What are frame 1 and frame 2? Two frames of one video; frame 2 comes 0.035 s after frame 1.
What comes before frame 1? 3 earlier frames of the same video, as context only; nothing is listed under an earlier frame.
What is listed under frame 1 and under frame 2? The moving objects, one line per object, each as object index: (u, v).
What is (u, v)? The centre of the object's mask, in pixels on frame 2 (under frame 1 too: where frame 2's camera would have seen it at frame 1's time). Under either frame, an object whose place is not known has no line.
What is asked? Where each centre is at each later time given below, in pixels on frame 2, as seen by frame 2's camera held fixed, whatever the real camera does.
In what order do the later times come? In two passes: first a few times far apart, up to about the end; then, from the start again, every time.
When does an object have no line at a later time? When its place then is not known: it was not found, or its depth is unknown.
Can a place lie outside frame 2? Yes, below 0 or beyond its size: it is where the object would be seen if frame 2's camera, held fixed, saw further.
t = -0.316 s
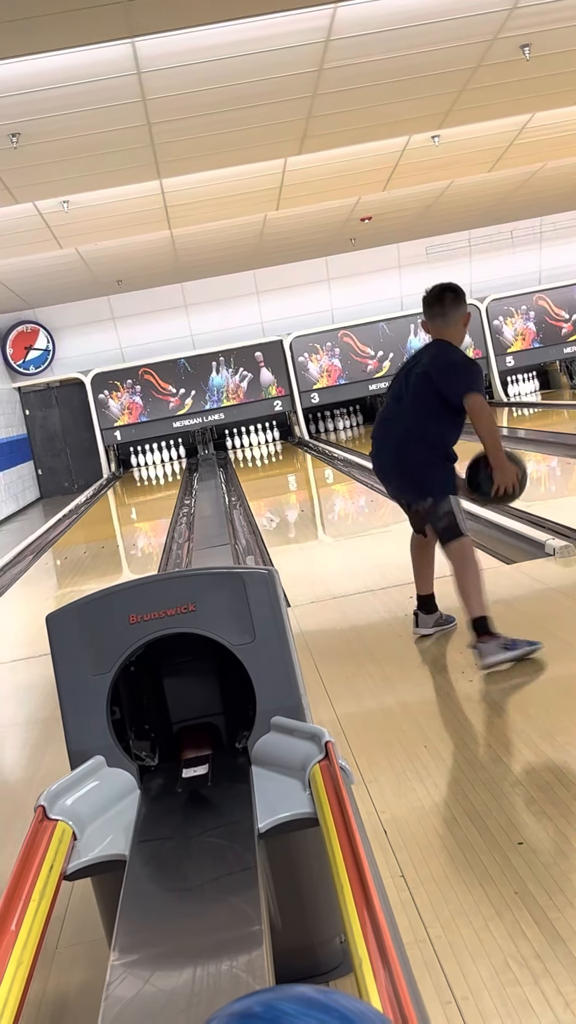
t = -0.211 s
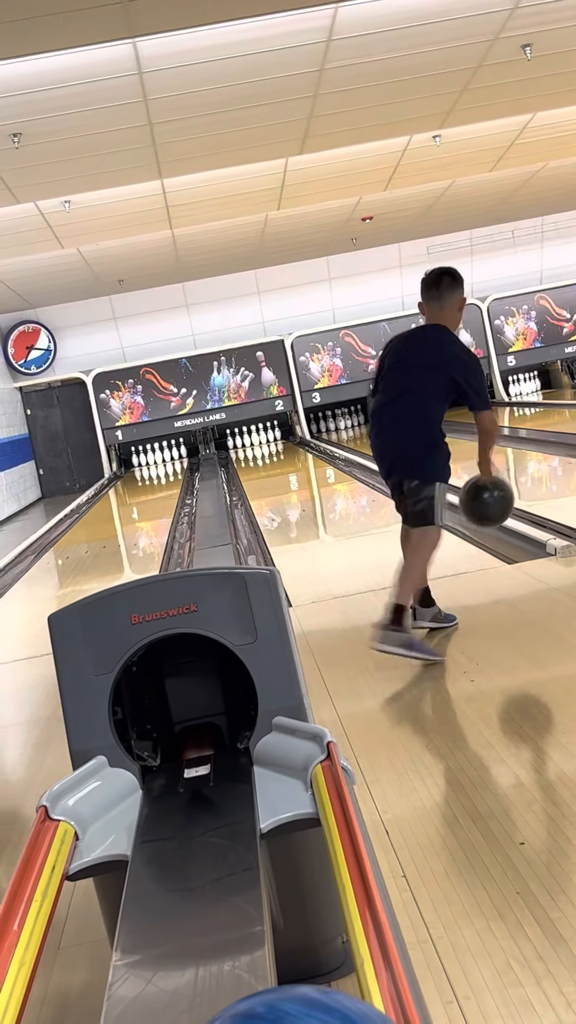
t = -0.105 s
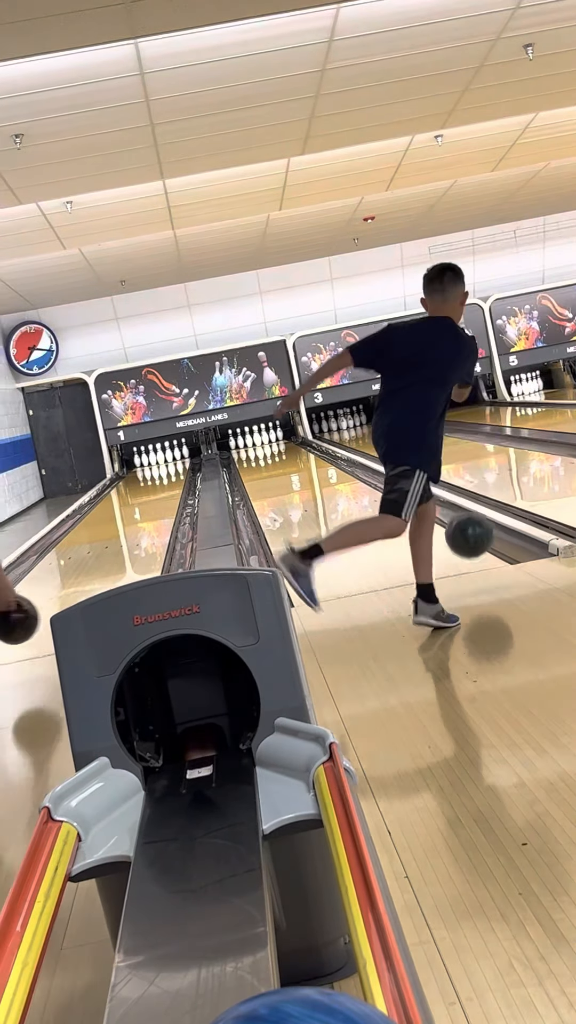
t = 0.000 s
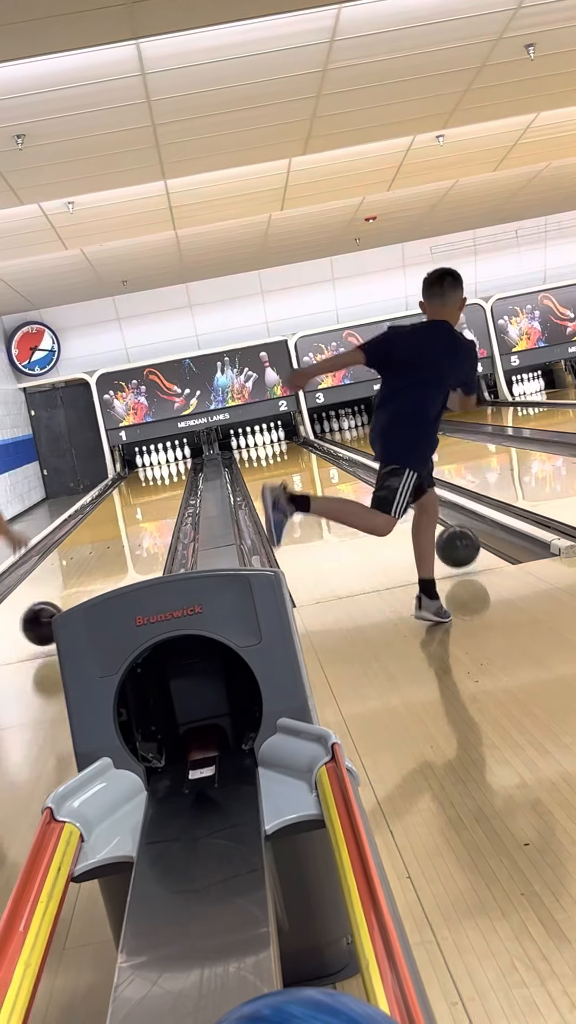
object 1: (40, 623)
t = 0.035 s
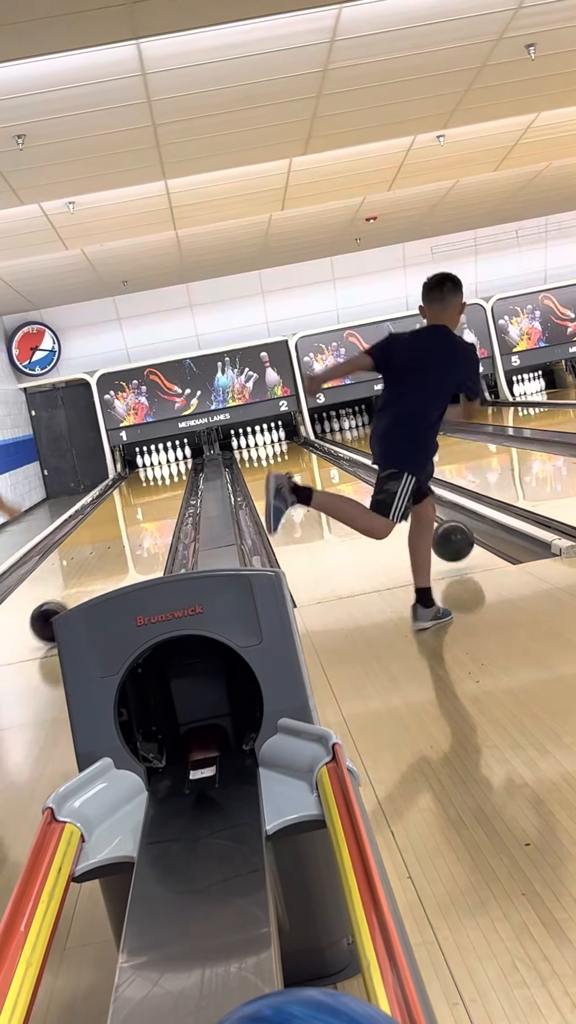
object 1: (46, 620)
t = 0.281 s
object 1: (86, 582)
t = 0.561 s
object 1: (116, 547)
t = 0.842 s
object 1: (135, 525)
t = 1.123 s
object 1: (150, 507)
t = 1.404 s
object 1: (160, 495)
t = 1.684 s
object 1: (168, 484)
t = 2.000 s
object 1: (175, 474)
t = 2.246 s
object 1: (180, 468)
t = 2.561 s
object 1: (184, 462)
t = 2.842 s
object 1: (186, 458)
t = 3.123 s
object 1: (185, 455)
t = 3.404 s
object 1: (187, 452)
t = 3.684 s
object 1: (196, 455)
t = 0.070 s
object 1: (52, 610)
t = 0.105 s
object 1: (59, 603)
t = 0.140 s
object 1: (66, 598)
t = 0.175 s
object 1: (71, 594)
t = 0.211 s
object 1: (77, 590)
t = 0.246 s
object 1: (82, 586)
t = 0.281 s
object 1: (86, 582)
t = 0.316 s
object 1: (90, 578)
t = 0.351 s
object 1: (94, 573)
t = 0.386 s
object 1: (98, 569)
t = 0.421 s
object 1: (101, 565)
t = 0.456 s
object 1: (104, 561)
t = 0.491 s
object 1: (111, 553)
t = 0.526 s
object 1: (113, 550)
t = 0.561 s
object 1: (116, 547)
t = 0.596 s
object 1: (119, 544)
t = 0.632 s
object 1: (121, 540)
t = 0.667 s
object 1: (124, 538)
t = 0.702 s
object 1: (126, 535)
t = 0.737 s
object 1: (128, 532)
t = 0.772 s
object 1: (131, 530)
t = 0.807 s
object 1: (133, 527)
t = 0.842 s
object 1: (135, 525)
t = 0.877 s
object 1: (137, 523)
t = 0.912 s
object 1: (139, 520)
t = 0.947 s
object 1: (140, 518)
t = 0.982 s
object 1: (142, 516)
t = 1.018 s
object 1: (144, 514)
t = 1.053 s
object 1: (145, 512)
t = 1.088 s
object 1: (147, 510)
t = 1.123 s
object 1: (150, 507)
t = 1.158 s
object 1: (151, 505)
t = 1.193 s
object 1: (152, 503)
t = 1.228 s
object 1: (154, 502)
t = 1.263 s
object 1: (155, 500)
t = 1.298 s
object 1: (156, 499)
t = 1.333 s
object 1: (157, 497)
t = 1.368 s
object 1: (159, 496)
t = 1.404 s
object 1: (160, 495)
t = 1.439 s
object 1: (161, 493)
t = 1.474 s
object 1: (162, 492)
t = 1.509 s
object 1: (163, 491)
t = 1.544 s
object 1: (164, 489)
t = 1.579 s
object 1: (165, 488)
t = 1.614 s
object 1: (166, 487)
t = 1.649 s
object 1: (167, 486)
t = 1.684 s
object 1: (168, 484)
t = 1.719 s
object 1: (169, 483)
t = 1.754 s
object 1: (170, 481)
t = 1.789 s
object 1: (171, 480)
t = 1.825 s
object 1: (172, 479)
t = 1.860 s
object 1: (172, 478)
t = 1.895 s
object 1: (173, 477)
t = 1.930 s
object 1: (174, 476)
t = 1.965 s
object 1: (175, 475)
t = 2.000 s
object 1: (175, 474)
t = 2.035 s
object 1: (176, 474)
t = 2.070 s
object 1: (177, 473)
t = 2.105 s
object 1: (177, 472)
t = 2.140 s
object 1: (178, 471)
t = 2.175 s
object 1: (179, 470)
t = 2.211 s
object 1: (180, 469)
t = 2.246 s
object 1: (180, 468)
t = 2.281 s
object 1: (180, 468)
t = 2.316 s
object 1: (181, 467)
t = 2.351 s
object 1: (182, 466)
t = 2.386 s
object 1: (182, 465)
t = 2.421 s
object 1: (183, 464)
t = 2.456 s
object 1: (183, 464)
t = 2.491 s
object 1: (184, 463)
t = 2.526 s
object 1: (184, 463)
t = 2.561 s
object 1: (184, 462)
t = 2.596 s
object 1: (184, 462)
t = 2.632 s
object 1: (185, 461)
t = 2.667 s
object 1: (185, 461)
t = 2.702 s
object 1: (185, 460)
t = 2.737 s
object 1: (185, 460)
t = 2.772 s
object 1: (185, 459)
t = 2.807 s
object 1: (186, 459)
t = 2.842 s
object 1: (186, 458)
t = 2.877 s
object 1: (186, 458)
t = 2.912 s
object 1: (186, 458)
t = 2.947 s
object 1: (185, 457)
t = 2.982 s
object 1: (186, 457)
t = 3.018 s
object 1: (186, 456)
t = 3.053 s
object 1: (185, 456)
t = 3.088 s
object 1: (185, 455)
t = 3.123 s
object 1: (185, 455)
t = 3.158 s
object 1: (185, 454)
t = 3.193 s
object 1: (185, 454)
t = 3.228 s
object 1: (185, 454)
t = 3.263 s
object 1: (185, 453)
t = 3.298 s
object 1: (185, 453)
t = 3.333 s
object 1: (185, 453)
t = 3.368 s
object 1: (186, 453)
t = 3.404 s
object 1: (187, 452)
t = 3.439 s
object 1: (187, 452)
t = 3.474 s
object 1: (187, 452)
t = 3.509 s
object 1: (187, 452)
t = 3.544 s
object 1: (188, 452)
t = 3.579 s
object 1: (189, 452)
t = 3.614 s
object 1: (192, 452)
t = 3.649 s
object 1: (194, 454)
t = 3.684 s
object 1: (196, 455)
